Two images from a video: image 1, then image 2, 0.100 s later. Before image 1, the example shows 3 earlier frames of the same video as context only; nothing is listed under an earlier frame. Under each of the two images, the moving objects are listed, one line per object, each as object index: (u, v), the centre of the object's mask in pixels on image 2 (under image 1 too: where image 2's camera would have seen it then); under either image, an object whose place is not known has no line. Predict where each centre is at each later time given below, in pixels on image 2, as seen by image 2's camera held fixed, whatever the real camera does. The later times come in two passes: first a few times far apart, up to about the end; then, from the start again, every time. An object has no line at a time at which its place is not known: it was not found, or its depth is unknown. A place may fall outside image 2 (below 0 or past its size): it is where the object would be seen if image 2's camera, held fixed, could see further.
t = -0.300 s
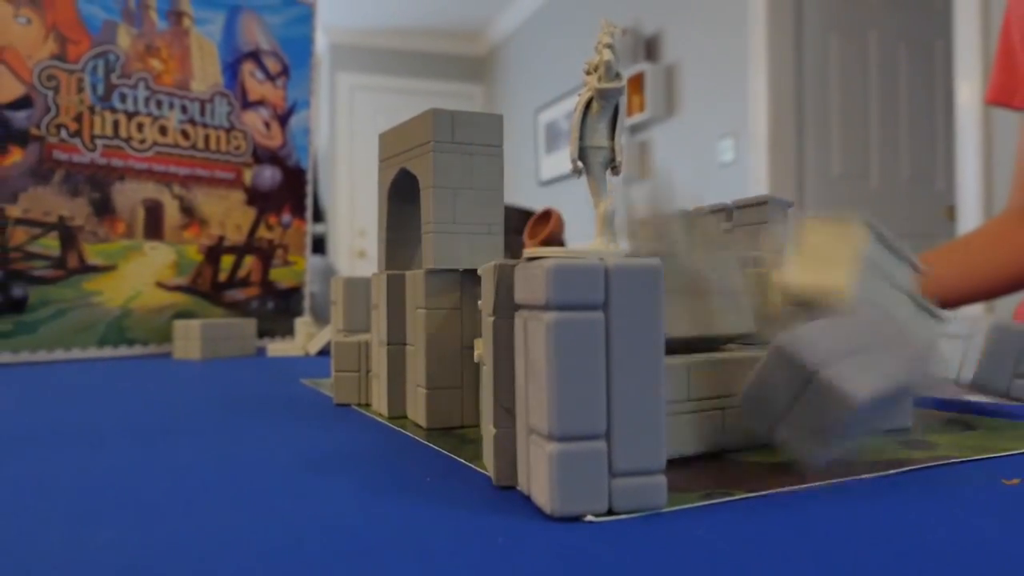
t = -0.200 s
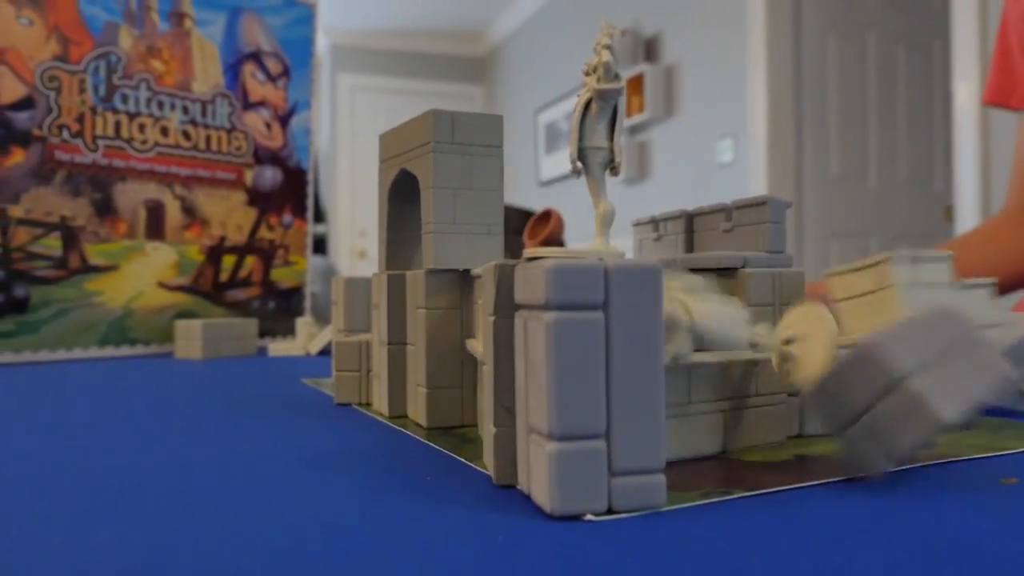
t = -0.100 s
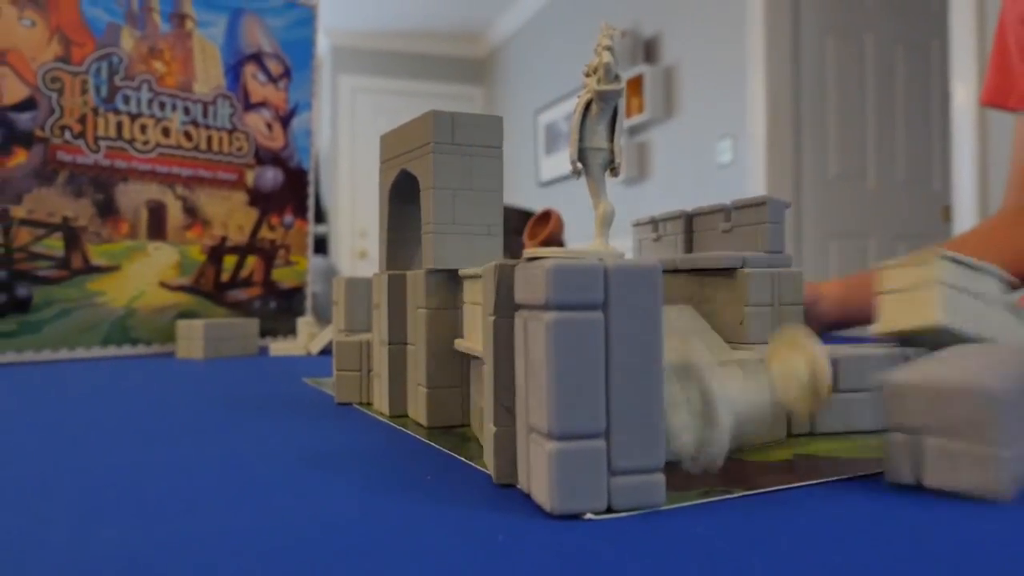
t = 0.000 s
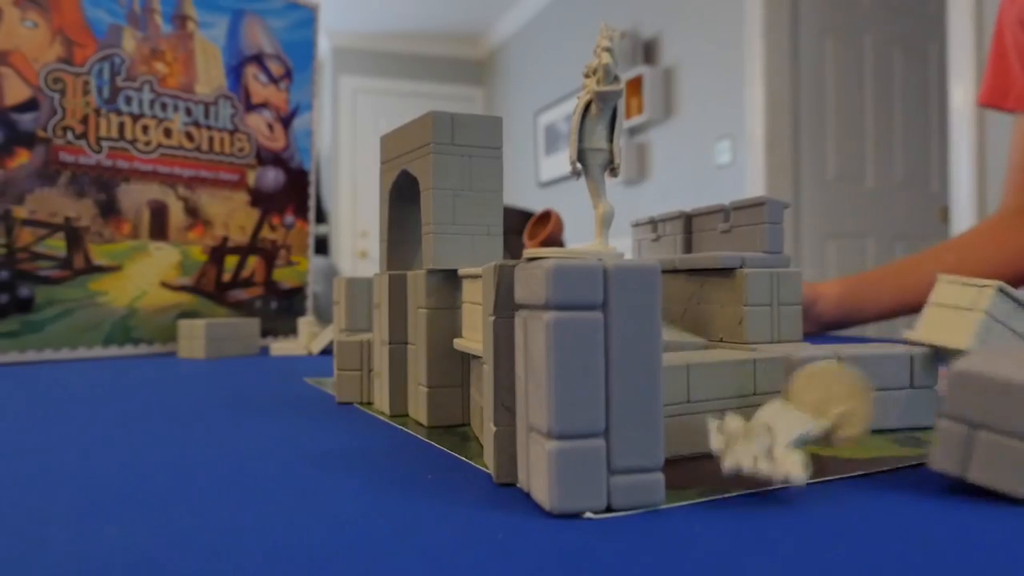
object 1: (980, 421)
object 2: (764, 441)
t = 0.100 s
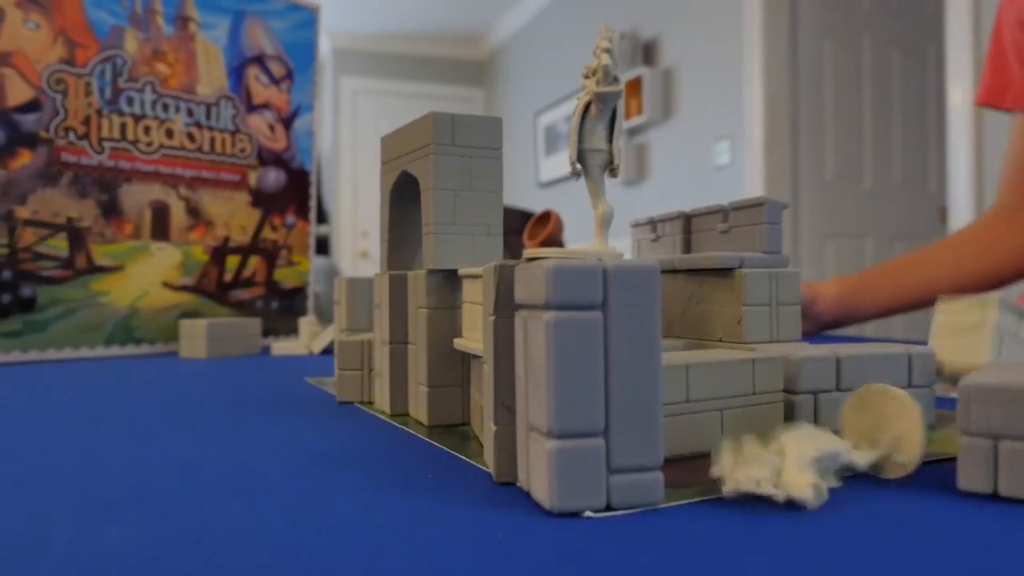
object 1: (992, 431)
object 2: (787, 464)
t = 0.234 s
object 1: (993, 431)
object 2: (840, 457)
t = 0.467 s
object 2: (840, 457)
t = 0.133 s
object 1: (992, 431)
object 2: (838, 453)
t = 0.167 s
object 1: (992, 432)
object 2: (839, 455)
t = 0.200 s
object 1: (993, 431)
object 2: (841, 457)
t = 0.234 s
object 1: (993, 431)
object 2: (840, 457)
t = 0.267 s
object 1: (994, 431)
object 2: (839, 456)
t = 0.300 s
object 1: (994, 432)
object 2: (839, 456)
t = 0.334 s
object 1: (995, 432)
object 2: (839, 457)
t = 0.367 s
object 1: (996, 432)
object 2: (839, 457)
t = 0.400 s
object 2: (839, 457)
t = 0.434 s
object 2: (840, 457)
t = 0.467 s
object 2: (840, 457)
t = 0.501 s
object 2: (840, 457)
